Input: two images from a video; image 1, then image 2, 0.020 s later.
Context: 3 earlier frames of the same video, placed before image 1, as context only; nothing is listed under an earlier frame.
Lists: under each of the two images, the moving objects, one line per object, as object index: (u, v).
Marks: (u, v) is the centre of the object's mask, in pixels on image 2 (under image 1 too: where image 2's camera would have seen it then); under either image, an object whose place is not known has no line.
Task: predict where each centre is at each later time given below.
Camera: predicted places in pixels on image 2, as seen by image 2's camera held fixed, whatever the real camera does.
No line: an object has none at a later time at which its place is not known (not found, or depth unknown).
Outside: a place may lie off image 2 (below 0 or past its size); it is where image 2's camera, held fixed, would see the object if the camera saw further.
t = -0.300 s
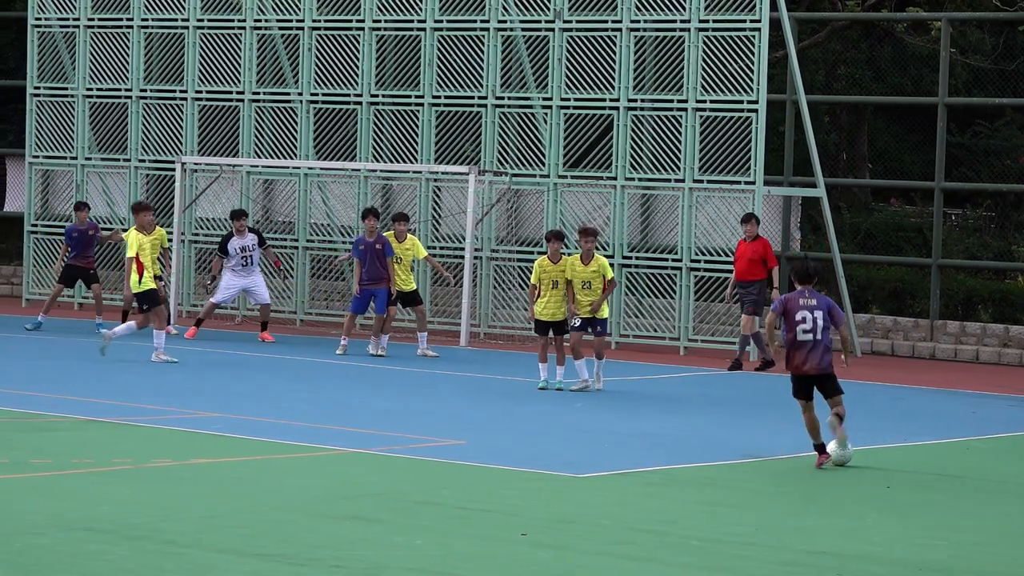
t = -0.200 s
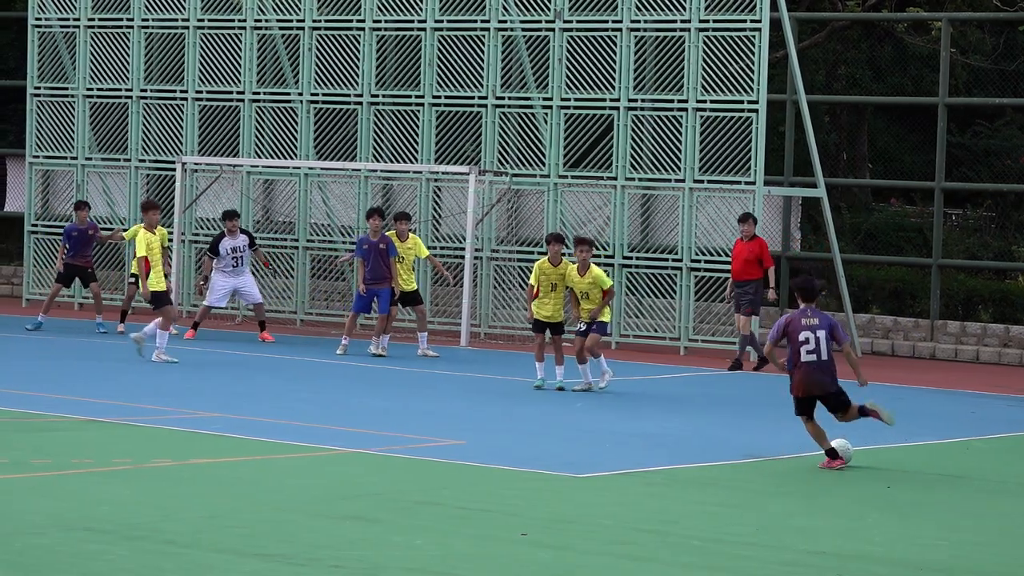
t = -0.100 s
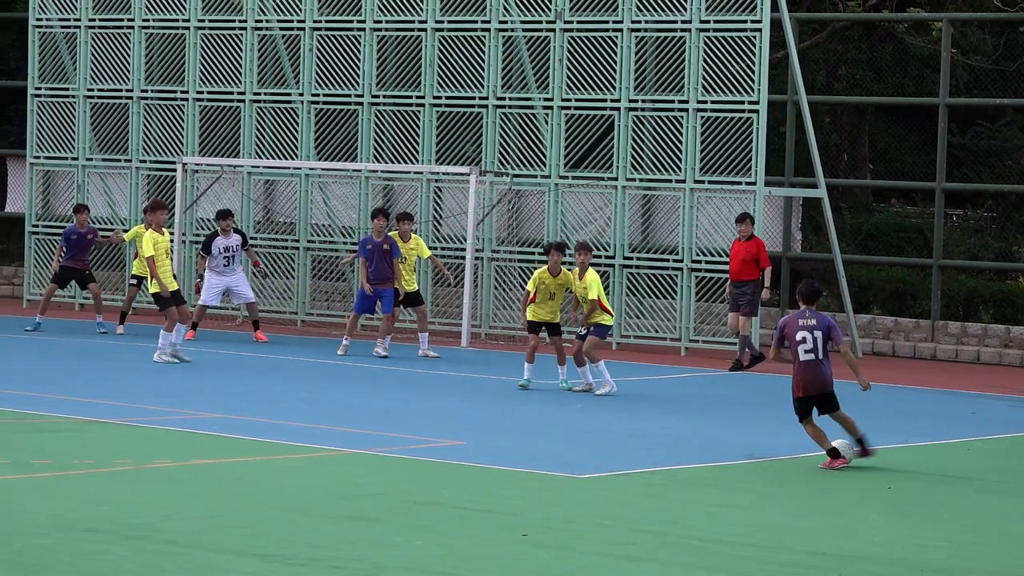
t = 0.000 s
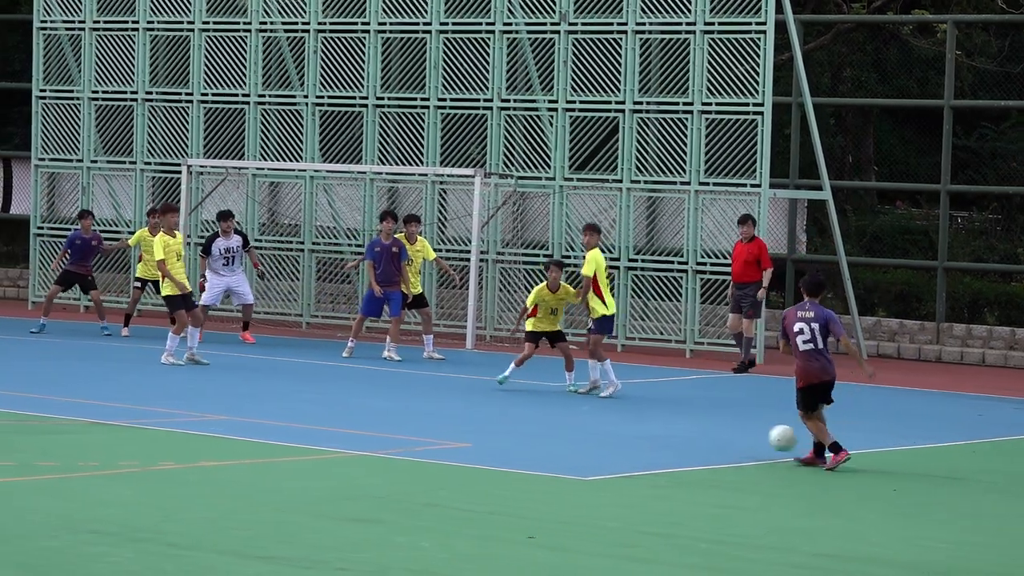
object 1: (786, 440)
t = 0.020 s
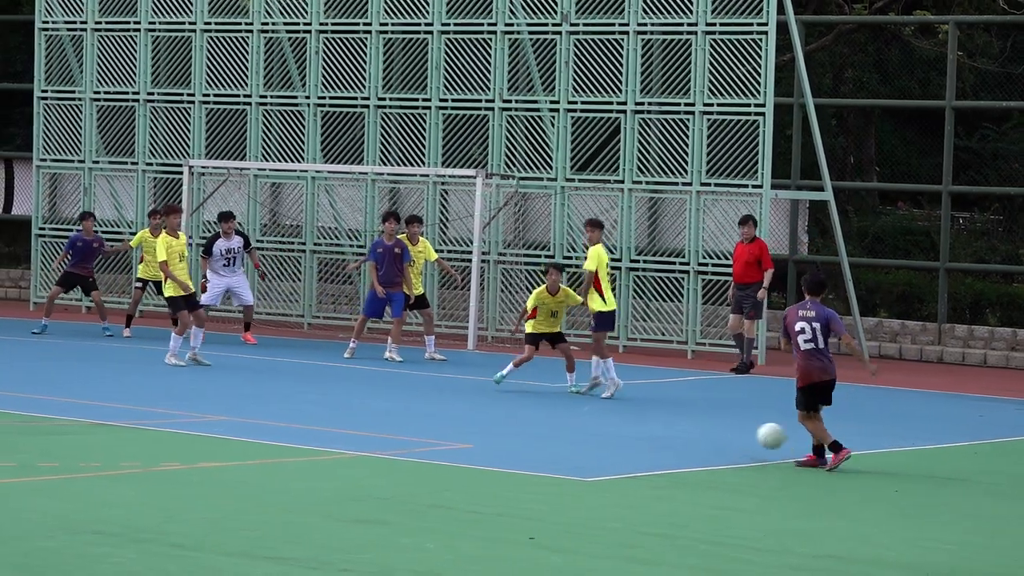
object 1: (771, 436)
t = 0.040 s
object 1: (758, 433)
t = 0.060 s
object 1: (745, 432)
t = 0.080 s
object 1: (728, 431)
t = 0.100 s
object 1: (714, 430)
